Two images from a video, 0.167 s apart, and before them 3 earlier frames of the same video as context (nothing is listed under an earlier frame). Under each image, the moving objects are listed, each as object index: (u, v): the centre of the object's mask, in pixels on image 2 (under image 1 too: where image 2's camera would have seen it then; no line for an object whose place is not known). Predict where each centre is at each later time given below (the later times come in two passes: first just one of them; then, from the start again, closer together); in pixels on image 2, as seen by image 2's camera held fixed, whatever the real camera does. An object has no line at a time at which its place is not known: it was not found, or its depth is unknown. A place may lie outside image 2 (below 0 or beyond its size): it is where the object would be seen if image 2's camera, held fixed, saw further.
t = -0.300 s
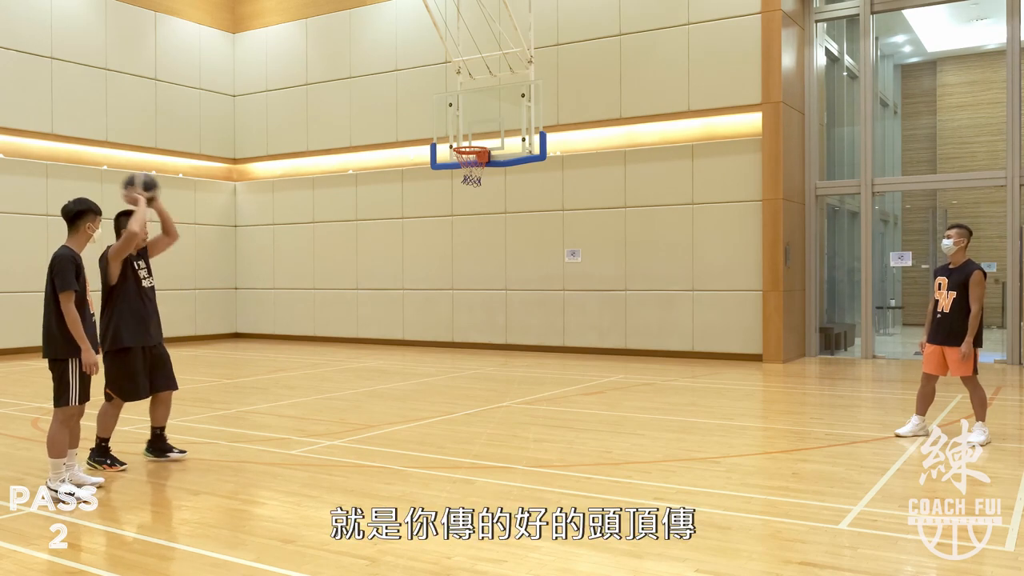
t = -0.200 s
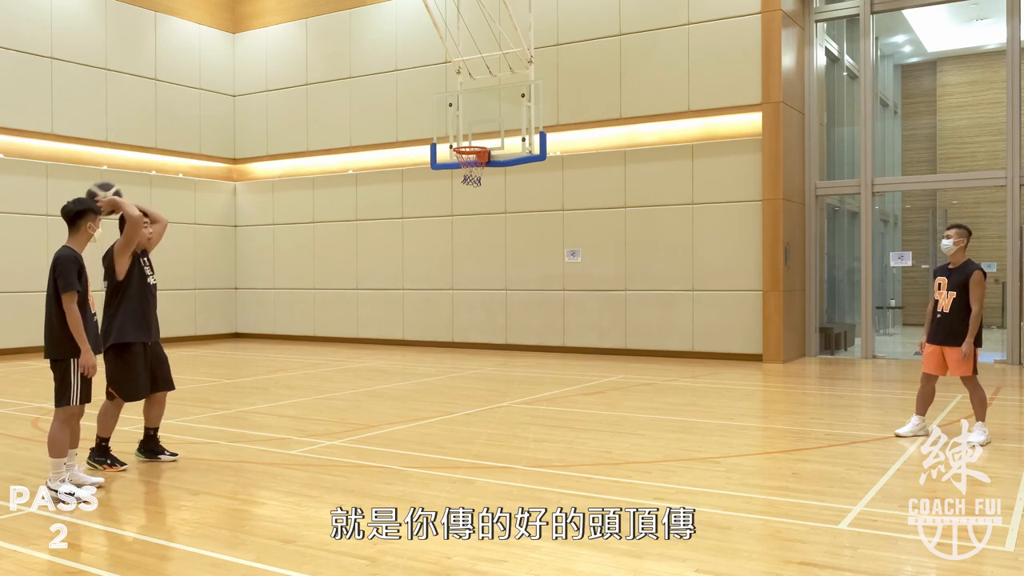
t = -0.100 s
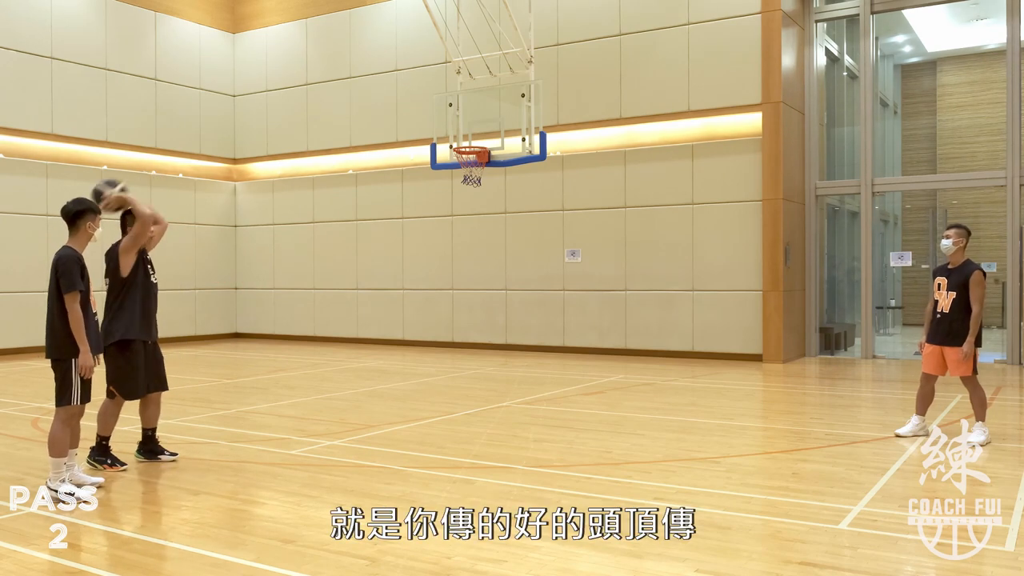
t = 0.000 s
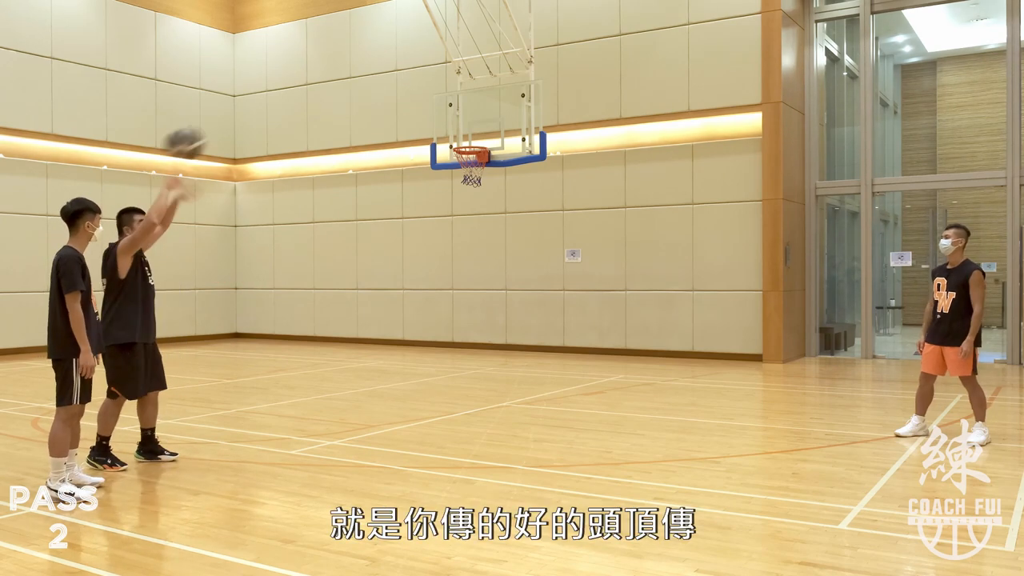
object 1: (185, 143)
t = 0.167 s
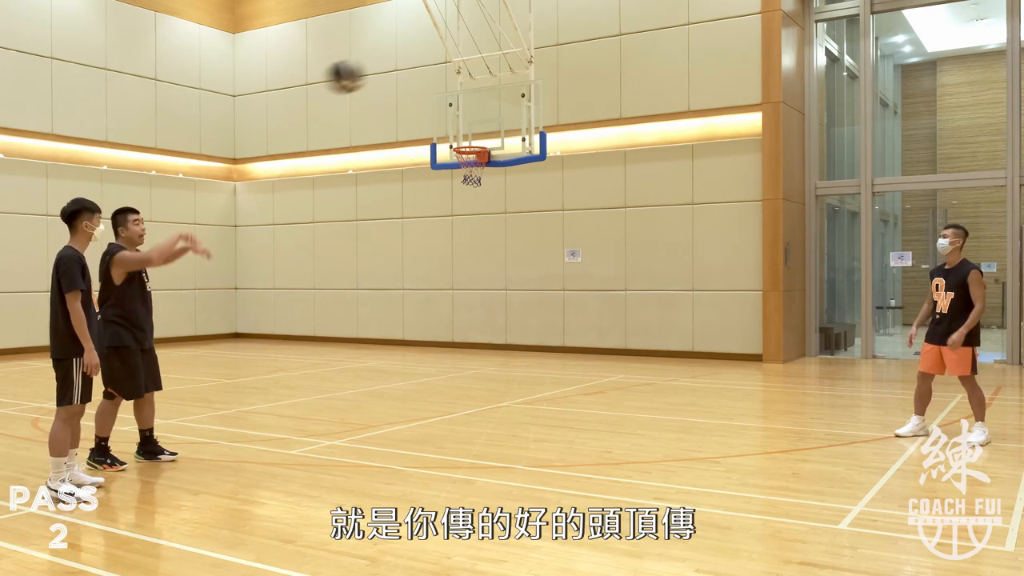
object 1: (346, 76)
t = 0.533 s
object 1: (674, 62)
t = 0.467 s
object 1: (617, 52)
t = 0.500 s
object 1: (646, 56)
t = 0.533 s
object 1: (674, 62)
